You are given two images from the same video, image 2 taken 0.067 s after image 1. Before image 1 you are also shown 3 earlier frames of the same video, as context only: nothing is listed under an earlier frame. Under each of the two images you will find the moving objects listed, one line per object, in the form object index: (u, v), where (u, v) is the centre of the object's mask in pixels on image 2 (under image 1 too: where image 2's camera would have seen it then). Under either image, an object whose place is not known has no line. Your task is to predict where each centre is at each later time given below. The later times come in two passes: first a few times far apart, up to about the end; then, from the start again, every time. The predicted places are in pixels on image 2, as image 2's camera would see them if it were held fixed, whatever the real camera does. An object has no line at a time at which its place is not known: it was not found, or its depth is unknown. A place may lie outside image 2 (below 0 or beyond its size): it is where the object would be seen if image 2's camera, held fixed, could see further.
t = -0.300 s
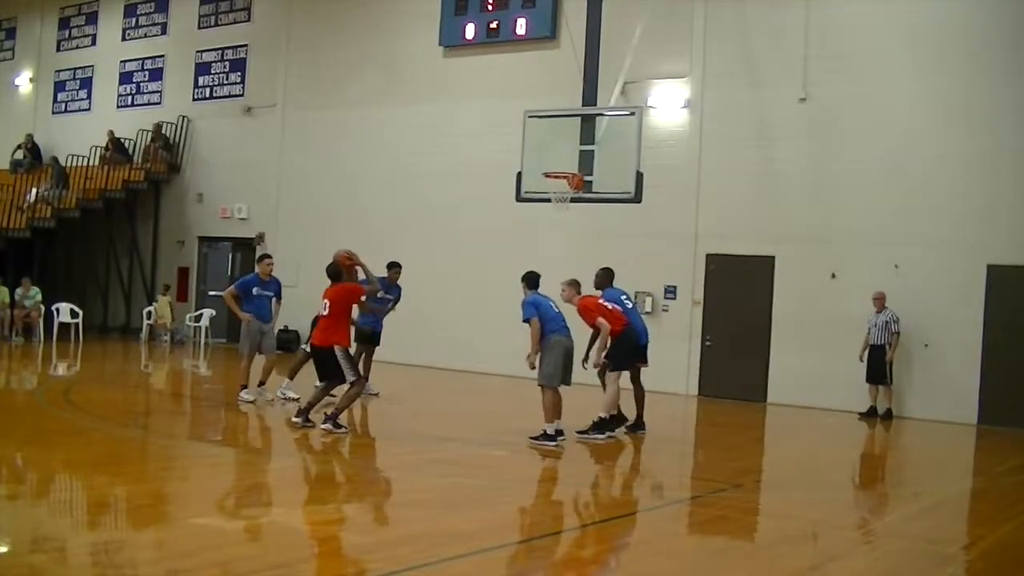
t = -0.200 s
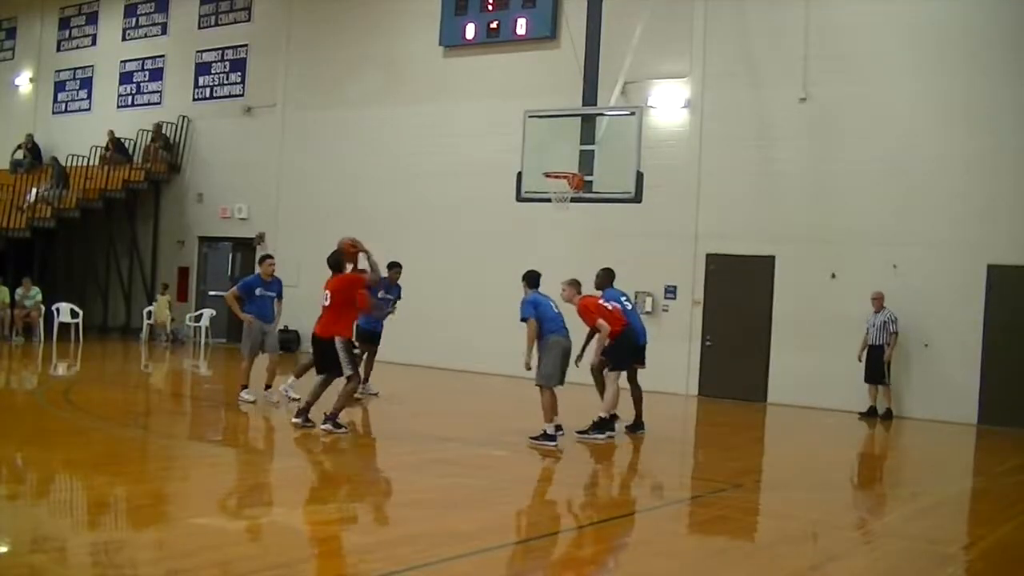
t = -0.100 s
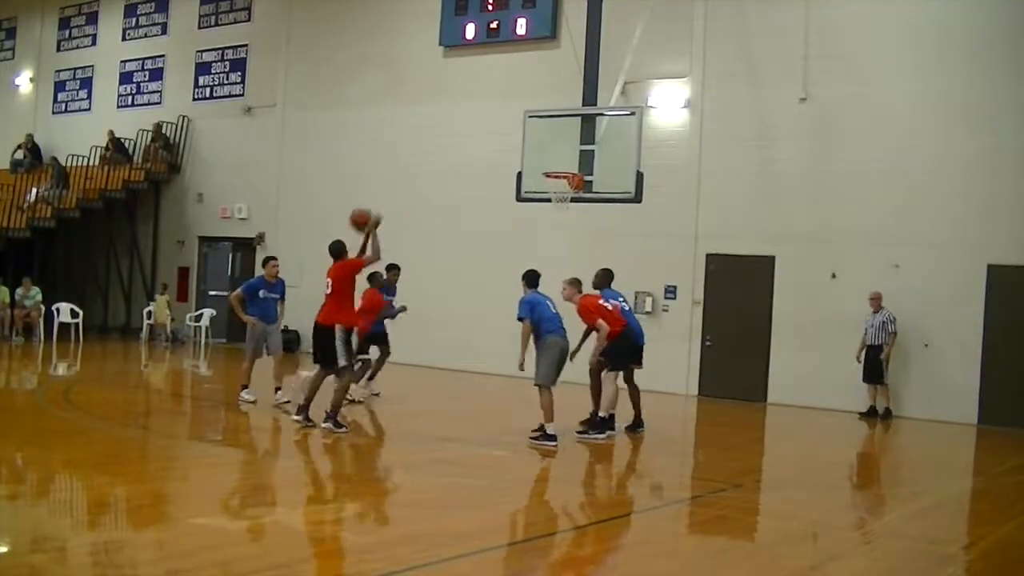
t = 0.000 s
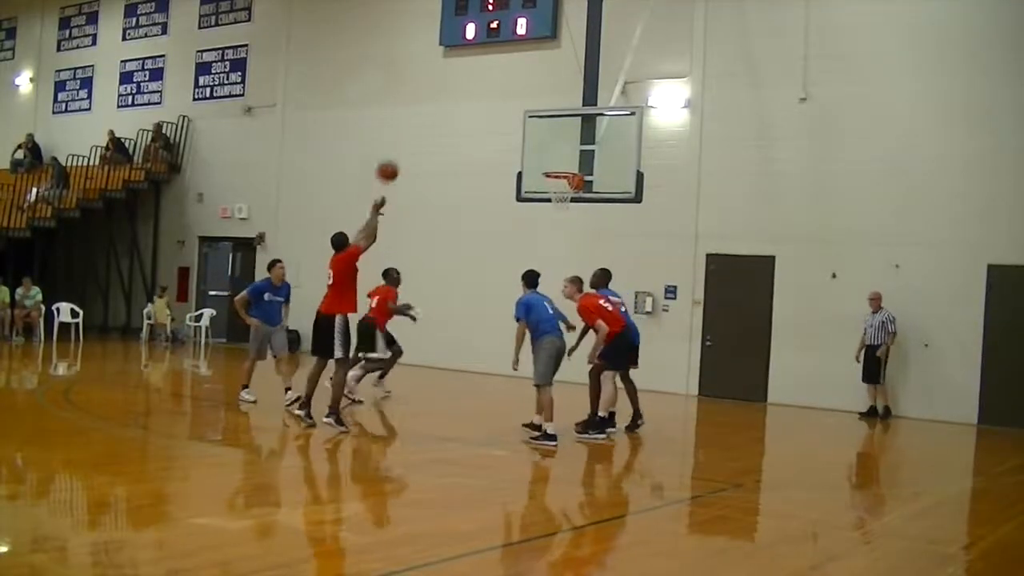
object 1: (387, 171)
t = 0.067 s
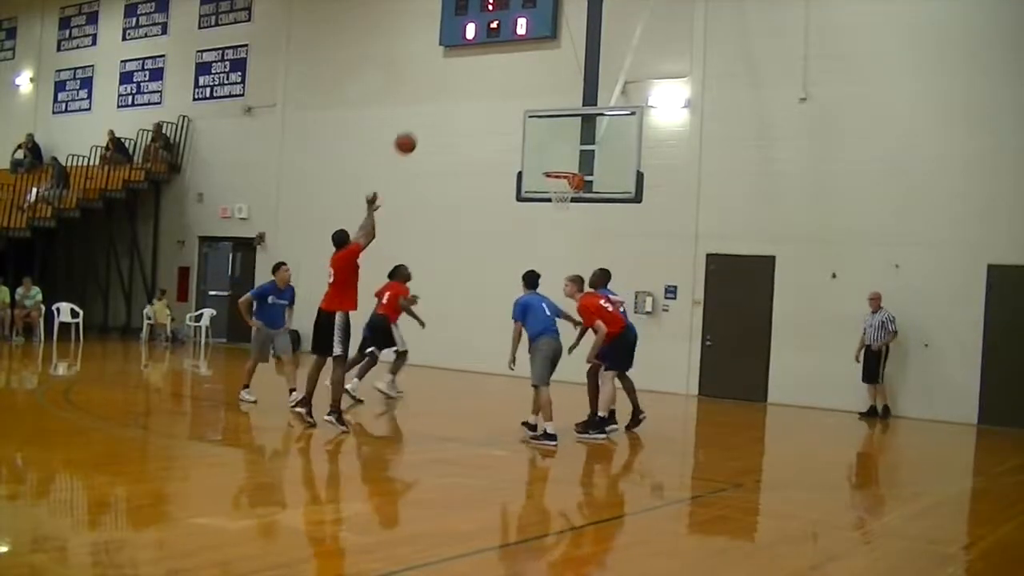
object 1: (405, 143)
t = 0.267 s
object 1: (454, 90)
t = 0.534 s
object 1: (507, 78)
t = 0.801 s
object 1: (551, 121)
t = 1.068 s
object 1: (554, 155)
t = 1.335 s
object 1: (512, 158)
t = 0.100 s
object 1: (414, 132)
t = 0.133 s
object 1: (422, 121)
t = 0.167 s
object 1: (431, 112)
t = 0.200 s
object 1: (439, 103)
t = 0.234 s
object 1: (446, 96)
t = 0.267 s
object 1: (454, 90)
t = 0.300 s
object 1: (461, 86)
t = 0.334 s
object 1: (468, 82)
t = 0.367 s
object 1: (475, 79)
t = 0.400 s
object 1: (482, 77)
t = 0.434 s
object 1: (488, 76)
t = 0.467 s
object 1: (495, 75)
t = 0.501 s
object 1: (501, 76)
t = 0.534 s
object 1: (507, 78)
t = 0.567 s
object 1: (513, 81)
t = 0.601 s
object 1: (519, 84)
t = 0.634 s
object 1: (525, 88)
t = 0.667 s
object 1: (531, 92)
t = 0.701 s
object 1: (535, 99)
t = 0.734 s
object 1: (541, 105)
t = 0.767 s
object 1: (546, 112)
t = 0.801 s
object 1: (551, 121)
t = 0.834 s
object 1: (556, 129)
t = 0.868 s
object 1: (561, 138)
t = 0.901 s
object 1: (566, 148)
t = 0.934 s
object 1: (570, 158)
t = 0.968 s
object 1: (569, 164)
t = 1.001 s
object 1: (564, 163)
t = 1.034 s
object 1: (559, 158)
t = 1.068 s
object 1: (554, 155)
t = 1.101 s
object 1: (549, 152)
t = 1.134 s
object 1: (544, 150)
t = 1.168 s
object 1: (539, 149)
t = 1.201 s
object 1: (534, 149)
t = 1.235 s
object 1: (528, 150)
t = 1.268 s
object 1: (523, 151)
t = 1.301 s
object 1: (517, 154)
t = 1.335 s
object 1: (512, 158)
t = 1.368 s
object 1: (506, 162)
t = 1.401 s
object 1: (499, 167)
